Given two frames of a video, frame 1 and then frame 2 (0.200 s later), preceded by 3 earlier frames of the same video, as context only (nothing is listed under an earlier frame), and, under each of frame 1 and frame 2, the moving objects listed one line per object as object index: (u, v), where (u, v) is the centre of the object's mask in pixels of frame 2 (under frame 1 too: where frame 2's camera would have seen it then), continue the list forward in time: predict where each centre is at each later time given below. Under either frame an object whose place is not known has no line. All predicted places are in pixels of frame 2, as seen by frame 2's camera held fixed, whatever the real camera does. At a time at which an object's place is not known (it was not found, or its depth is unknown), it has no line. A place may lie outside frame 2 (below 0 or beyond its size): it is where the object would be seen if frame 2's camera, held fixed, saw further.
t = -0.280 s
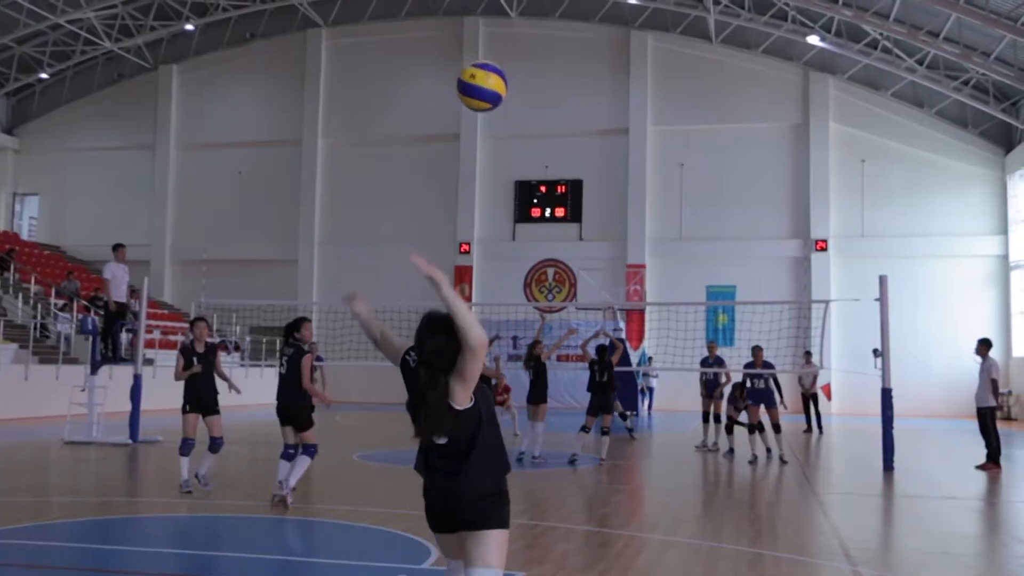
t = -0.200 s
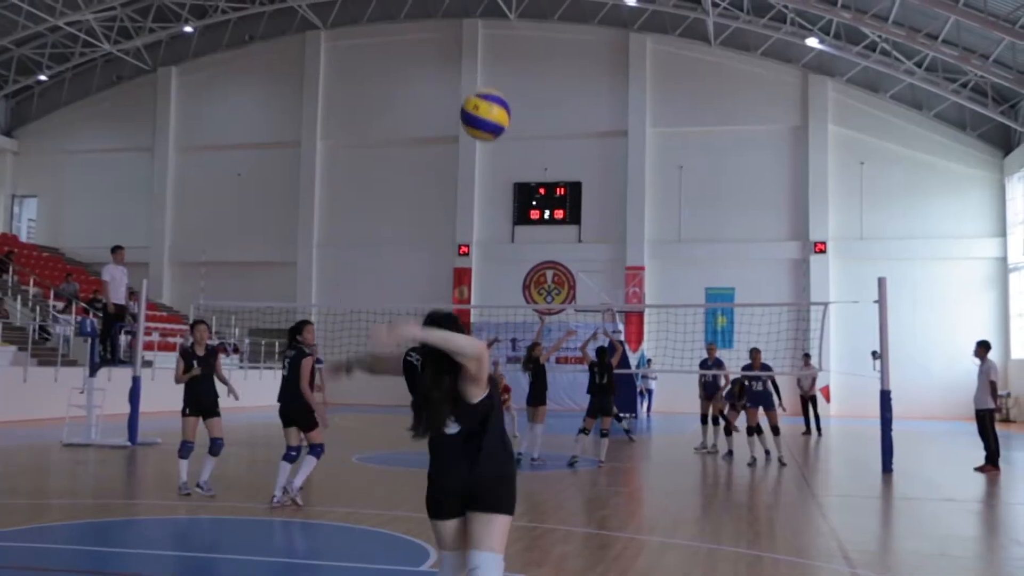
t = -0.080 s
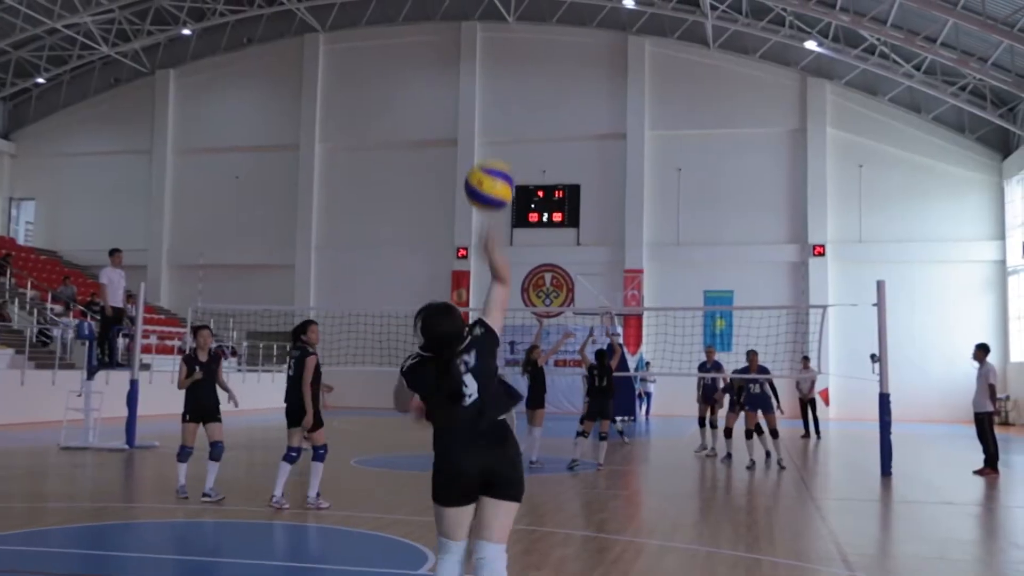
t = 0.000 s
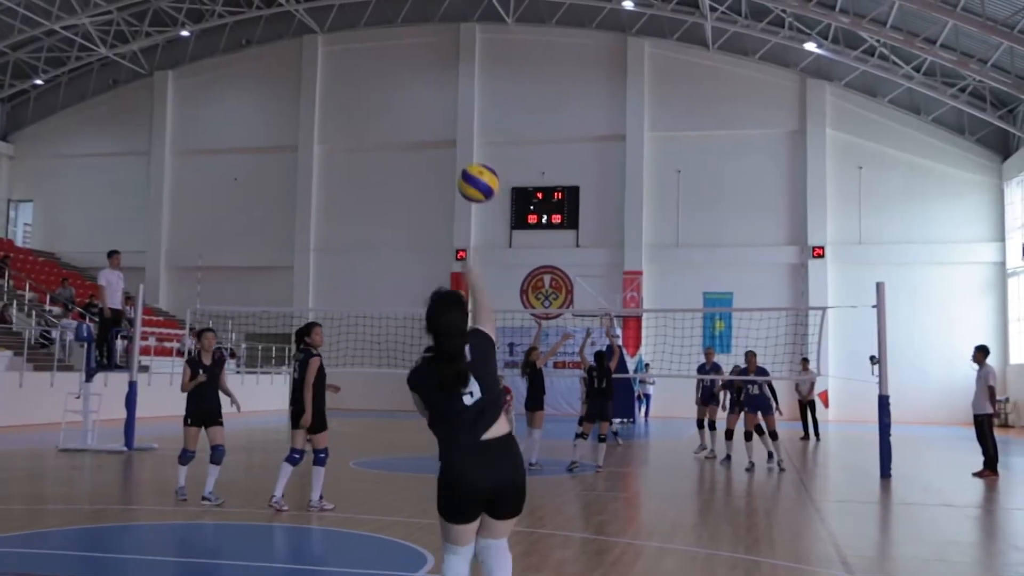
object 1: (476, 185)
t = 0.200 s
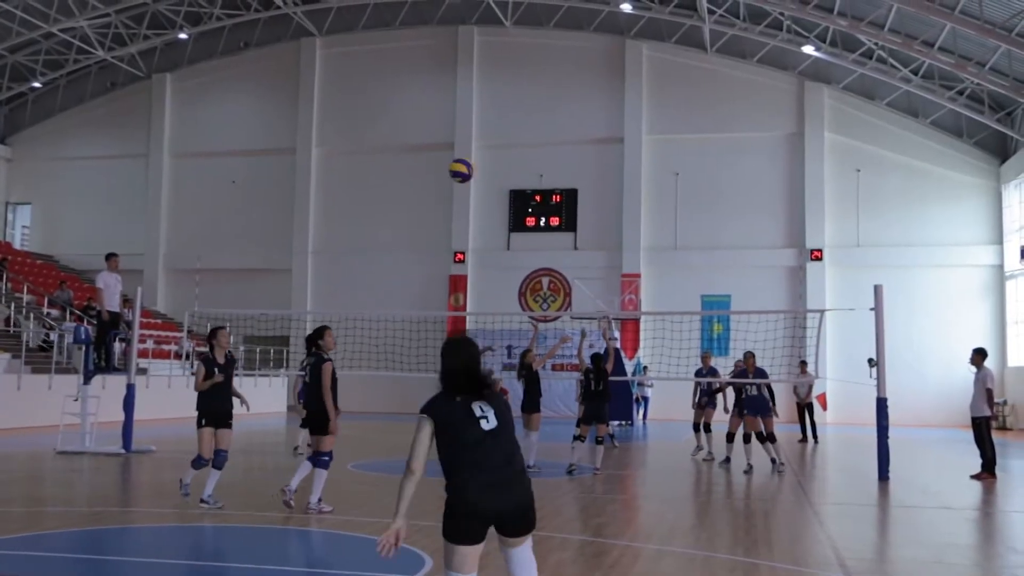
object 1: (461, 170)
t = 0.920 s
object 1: (477, 319)
